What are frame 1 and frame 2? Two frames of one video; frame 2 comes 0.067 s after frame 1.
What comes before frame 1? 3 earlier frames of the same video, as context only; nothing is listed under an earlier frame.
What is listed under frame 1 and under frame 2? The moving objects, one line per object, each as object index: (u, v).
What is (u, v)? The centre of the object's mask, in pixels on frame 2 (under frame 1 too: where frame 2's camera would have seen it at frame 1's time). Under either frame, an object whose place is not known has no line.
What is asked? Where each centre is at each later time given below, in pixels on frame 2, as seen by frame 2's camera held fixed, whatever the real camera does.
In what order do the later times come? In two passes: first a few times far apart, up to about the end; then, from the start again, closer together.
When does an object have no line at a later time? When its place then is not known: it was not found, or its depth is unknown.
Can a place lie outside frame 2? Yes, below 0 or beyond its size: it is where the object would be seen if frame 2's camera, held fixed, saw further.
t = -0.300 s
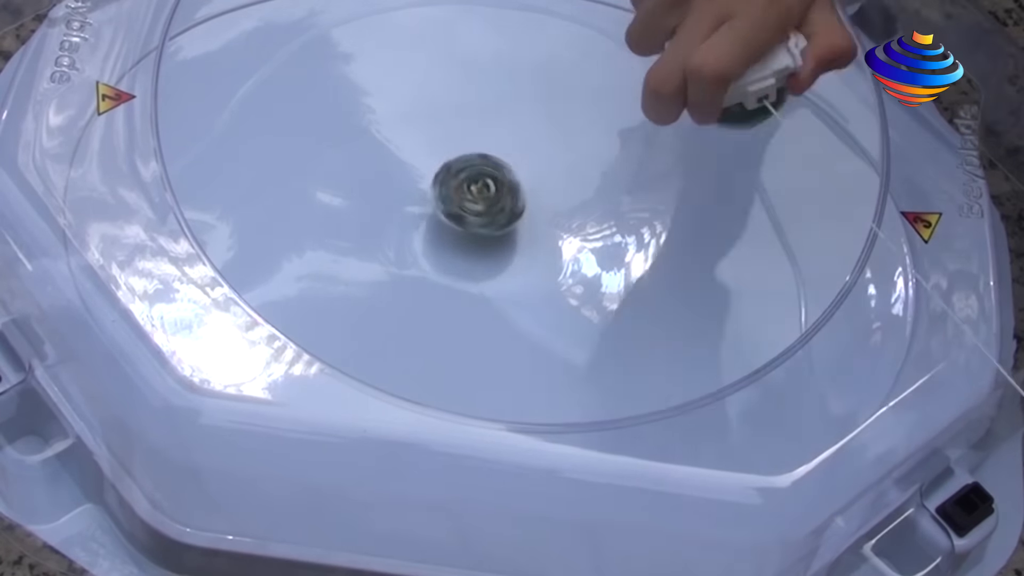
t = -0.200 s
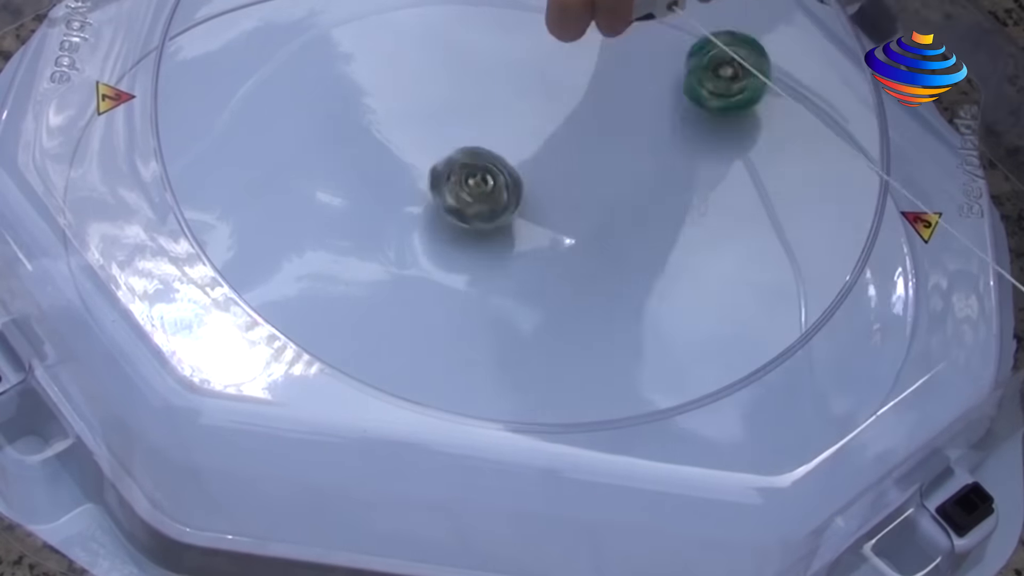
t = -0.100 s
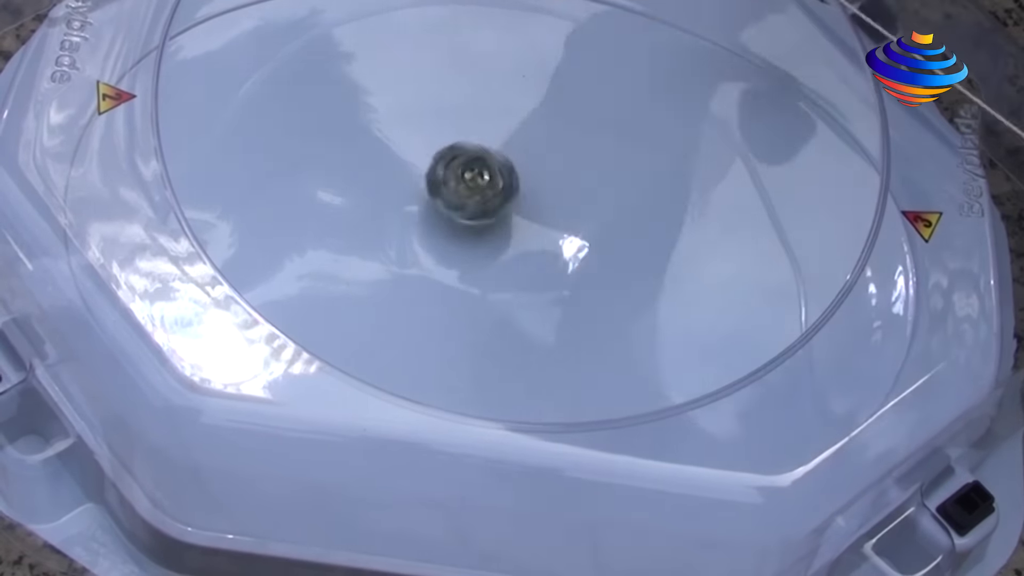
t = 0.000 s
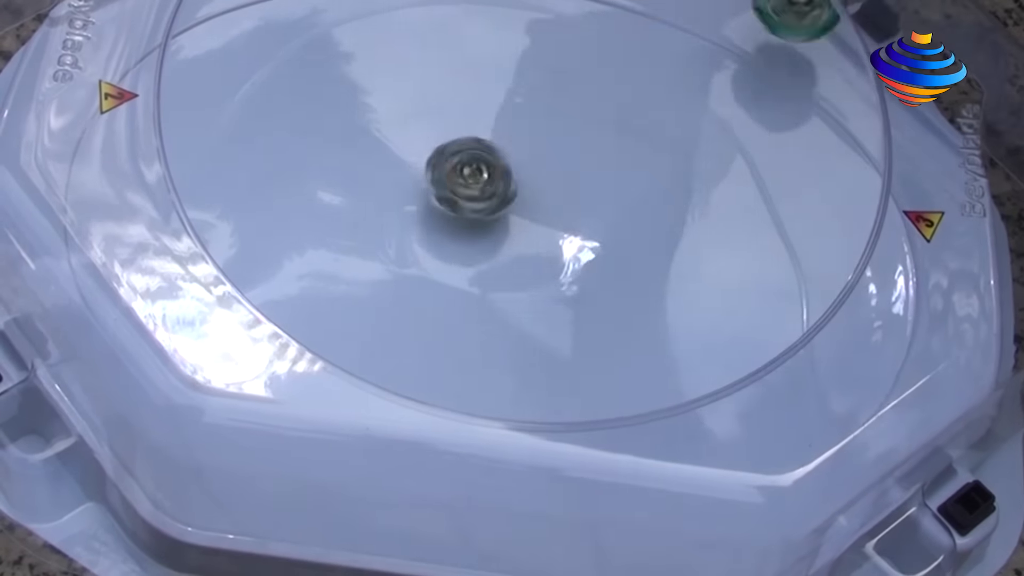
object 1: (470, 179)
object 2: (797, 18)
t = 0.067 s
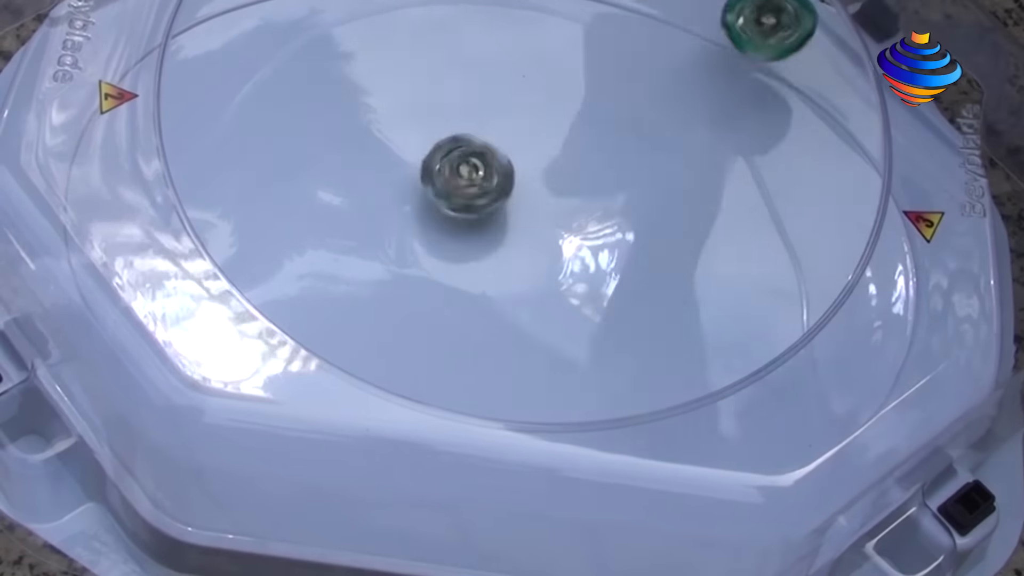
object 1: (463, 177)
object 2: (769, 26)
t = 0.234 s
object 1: (461, 177)
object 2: (647, 122)
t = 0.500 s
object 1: (395, 175)
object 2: (524, 284)
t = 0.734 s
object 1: (384, 191)
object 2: (529, 336)
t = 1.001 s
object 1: (383, 204)
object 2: (525, 369)
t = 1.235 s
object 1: (387, 216)
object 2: (511, 367)
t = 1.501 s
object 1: (401, 228)
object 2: (496, 334)
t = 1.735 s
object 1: (402, 235)
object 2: (490, 293)
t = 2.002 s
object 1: (394, 236)
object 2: (504, 254)
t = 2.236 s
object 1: (401, 243)
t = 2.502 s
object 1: (409, 254)
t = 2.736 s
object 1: (417, 260)
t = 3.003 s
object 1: (437, 264)
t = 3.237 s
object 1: (447, 267)
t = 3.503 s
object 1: (460, 272)
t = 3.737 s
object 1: (458, 294)
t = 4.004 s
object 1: (452, 293)
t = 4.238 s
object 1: (449, 284)
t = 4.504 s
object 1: (448, 271)
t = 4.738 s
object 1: (445, 255)
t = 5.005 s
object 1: (442, 245)
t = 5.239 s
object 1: (451, 235)
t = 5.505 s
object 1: (440, 235)
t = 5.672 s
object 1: (449, 237)
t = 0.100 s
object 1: (465, 174)
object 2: (752, 28)
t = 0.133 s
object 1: (465, 176)
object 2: (730, 37)
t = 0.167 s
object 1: (464, 176)
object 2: (703, 63)
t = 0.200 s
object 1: (464, 176)
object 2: (673, 105)
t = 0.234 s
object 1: (461, 177)
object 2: (647, 122)
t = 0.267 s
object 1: (459, 175)
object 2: (619, 135)
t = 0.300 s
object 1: (460, 176)
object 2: (588, 156)
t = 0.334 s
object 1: (459, 177)
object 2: (556, 189)
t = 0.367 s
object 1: (435, 170)
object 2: (550, 201)
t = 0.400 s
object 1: (416, 167)
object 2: (547, 229)
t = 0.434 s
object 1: (404, 167)
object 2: (538, 251)
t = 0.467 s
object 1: (398, 169)
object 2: (531, 268)
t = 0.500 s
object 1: (395, 175)
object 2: (524, 284)
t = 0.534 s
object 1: (388, 181)
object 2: (518, 294)
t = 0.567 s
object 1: (386, 184)
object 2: (517, 300)
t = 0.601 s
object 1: (386, 185)
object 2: (519, 309)
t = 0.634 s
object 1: (387, 186)
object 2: (520, 316)
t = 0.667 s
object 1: (386, 188)
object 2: (523, 321)
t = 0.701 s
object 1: (384, 190)
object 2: (528, 328)
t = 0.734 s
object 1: (384, 191)
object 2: (529, 336)
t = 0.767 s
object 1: (384, 193)
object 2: (528, 341)
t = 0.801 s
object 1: (383, 195)
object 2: (530, 346)
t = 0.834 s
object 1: (381, 196)
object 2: (531, 351)
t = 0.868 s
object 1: (382, 196)
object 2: (530, 358)
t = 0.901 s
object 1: (382, 197)
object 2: (527, 362)
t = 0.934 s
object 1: (383, 199)
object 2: (525, 363)
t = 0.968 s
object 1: (383, 201)
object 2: (525, 365)
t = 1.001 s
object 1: (383, 204)
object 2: (525, 369)
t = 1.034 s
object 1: (383, 205)
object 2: (523, 371)
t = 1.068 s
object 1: (383, 206)
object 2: (520, 372)
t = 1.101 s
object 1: (384, 208)
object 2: (517, 372)
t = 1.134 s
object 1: (385, 210)
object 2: (515, 370)
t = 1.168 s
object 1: (386, 212)
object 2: (514, 369)
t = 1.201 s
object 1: (386, 213)
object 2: (513, 369)
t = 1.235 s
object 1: (387, 216)
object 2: (511, 367)
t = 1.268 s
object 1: (388, 216)
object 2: (508, 365)
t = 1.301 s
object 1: (386, 217)
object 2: (506, 362)
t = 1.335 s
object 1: (390, 218)
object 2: (503, 358)
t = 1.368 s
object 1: (392, 221)
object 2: (502, 354)
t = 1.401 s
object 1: (395, 222)
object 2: (500, 349)
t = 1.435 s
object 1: (397, 224)
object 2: (499, 345)
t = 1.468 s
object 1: (399, 226)
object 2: (497, 339)
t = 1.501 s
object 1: (401, 228)
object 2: (496, 334)
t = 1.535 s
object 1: (402, 230)
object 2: (495, 329)
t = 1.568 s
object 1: (403, 232)
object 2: (493, 323)
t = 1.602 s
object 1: (404, 233)
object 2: (491, 316)
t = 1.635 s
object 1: (401, 236)
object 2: (489, 309)
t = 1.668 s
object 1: (402, 238)
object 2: (488, 301)
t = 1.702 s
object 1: (406, 239)
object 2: (487, 294)
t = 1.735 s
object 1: (402, 235)
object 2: (490, 293)
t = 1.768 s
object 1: (393, 231)
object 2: (496, 292)
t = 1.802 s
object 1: (392, 228)
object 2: (499, 287)
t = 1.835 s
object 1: (393, 230)
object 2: (501, 283)
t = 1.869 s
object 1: (392, 231)
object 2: (503, 277)
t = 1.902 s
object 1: (393, 232)
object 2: (505, 271)
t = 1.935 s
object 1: (393, 233)
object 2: (506, 266)
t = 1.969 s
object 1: (393, 235)
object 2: (506, 260)
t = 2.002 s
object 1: (394, 236)
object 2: (504, 254)
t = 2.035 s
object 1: (395, 237)
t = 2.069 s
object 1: (400, 238)
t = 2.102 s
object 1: (401, 239)
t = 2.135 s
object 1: (401, 239)
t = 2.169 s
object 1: (401, 240)
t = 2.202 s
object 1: (401, 241)
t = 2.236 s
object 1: (401, 243)
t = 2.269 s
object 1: (401, 245)
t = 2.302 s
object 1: (402, 246)
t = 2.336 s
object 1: (403, 248)
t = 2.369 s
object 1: (400, 249)
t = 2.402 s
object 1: (405, 251)
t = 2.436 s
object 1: (407, 252)
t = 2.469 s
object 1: (408, 252)
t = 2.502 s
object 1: (409, 254)
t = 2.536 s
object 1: (408, 254)
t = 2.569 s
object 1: (409, 256)
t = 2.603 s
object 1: (411, 257)
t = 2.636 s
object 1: (416, 257)
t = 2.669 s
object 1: (418, 257)
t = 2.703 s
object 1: (419, 258)
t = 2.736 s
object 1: (417, 260)
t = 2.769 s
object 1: (417, 262)
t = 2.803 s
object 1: (420, 263)
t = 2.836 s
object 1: (426, 263)
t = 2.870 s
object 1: (428, 264)
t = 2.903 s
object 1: (427, 264)
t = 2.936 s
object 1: (429, 266)
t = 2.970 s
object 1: (431, 265)
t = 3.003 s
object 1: (437, 264)
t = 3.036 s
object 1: (438, 264)
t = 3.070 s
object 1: (436, 266)
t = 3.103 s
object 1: (437, 267)
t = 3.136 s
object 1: (444, 267)
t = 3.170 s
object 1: (445, 268)
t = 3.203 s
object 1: (444, 268)
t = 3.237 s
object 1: (447, 267)
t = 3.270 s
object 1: (450, 265)
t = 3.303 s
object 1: (454, 263)
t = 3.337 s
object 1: (450, 266)
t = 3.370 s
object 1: (447, 273)
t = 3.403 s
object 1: (449, 276)
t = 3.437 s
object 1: (447, 277)
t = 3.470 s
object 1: (453, 274)
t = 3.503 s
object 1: (460, 272)
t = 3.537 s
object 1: (466, 271)
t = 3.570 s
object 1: (465, 278)
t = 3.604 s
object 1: (462, 285)
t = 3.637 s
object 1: (455, 290)
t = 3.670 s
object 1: (455, 290)
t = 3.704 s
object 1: (454, 294)
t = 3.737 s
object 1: (458, 294)
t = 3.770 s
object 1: (454, 295)
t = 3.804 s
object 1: (456, 295)
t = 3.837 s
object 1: (453, 296)
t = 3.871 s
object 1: (454, 295)
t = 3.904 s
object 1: (458, 293)
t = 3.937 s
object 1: (453, 293)
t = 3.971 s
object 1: (455, 292)
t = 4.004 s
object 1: (452, 293)
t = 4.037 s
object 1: (454, 290)
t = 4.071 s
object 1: (450, 291)
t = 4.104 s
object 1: (454, 289)
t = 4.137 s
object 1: (455, 288)
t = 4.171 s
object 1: (450, 286)
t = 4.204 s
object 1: (451, 285)
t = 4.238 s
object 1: (449, 284)
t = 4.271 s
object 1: (453, 280)
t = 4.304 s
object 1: (448, 281)
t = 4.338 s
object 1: (453, 277)
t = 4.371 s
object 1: (451, 276)
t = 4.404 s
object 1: (448, 276)
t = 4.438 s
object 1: (453, 274)
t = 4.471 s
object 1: (452, 274)
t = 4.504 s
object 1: (448, 271)
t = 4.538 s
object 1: (449, 269)
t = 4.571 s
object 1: (446, 265)
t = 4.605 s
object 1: (440, 262)
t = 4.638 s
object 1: (444, 260)
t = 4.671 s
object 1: (442, 257)
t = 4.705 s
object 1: (443, 258)
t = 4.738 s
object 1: (445, 255)
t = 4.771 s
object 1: (447, 253)
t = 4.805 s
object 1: (445, 252)
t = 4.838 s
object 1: (445, 251)
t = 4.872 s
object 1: (446, 247)
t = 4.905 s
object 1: (447, 246)
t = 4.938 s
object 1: (440, 248)
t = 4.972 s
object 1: (443, 247)
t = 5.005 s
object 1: (442, 245)
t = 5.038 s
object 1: (445, 244)
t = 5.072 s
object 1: (446, 242)
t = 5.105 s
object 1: (443, 241)
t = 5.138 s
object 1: (444, 240)
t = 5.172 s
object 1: (447, 238)
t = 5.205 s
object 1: (451, 237)
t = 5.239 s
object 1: (451, 235)
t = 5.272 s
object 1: (453, 236)
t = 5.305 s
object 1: (454, 234)
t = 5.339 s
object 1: (452, 233)
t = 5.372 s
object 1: (450, 234)
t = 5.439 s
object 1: (446, 235)
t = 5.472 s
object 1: (444, 234)
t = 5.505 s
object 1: (440, 235)
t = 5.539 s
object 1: (441, 236)
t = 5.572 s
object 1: (442, 235)
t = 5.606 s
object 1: (444, 236)
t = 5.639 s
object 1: (447, 235)
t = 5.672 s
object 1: (449, 237)
